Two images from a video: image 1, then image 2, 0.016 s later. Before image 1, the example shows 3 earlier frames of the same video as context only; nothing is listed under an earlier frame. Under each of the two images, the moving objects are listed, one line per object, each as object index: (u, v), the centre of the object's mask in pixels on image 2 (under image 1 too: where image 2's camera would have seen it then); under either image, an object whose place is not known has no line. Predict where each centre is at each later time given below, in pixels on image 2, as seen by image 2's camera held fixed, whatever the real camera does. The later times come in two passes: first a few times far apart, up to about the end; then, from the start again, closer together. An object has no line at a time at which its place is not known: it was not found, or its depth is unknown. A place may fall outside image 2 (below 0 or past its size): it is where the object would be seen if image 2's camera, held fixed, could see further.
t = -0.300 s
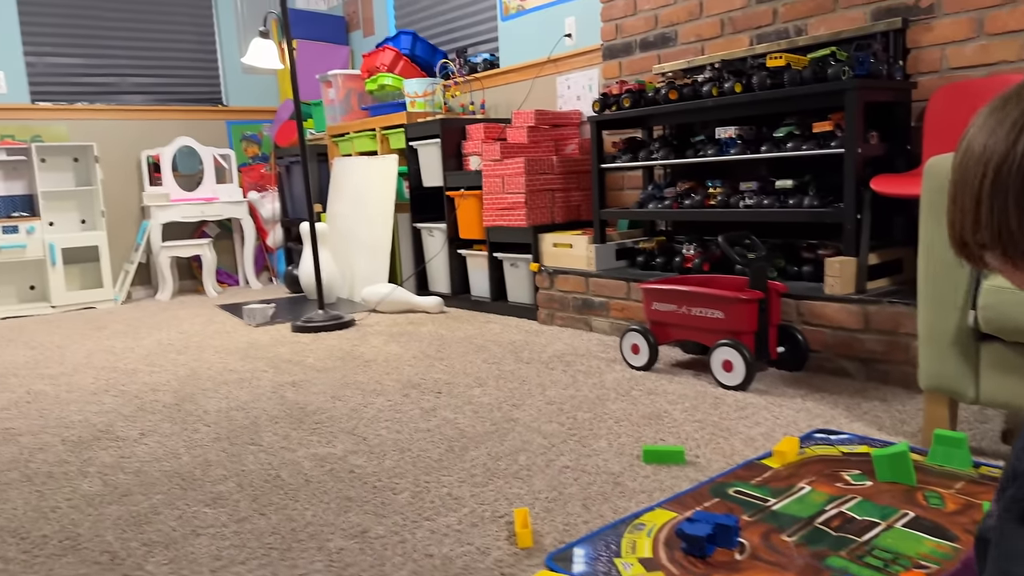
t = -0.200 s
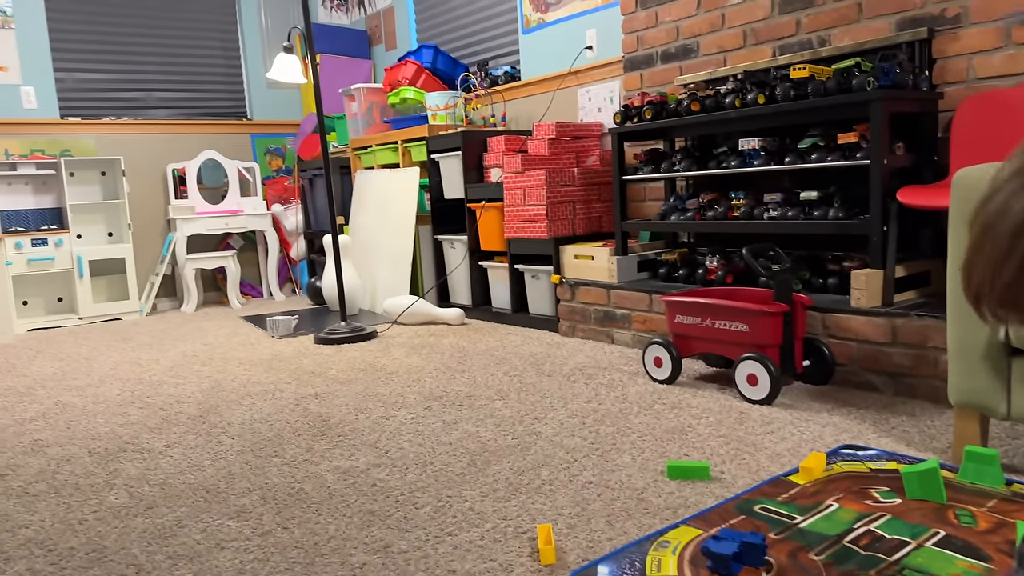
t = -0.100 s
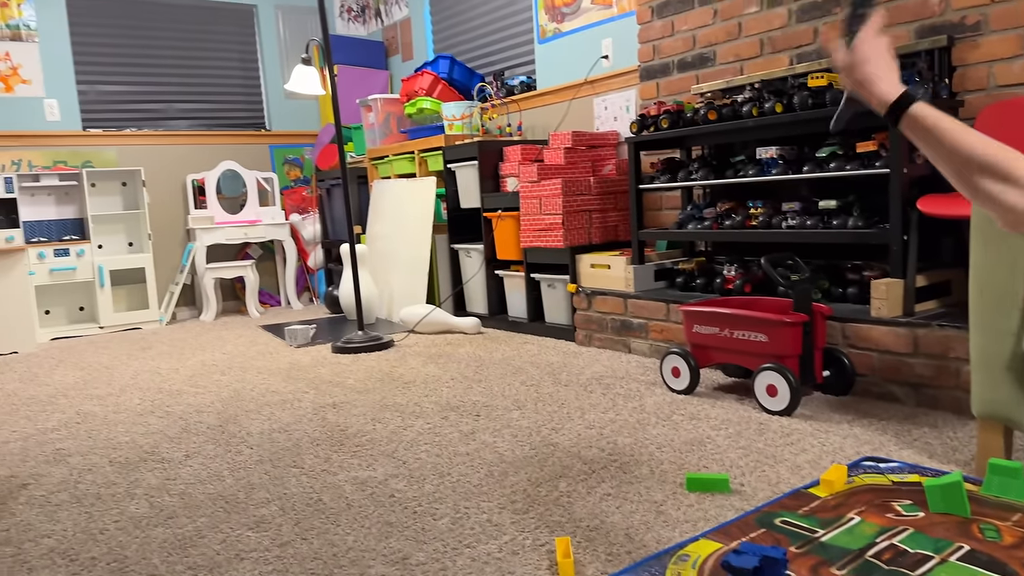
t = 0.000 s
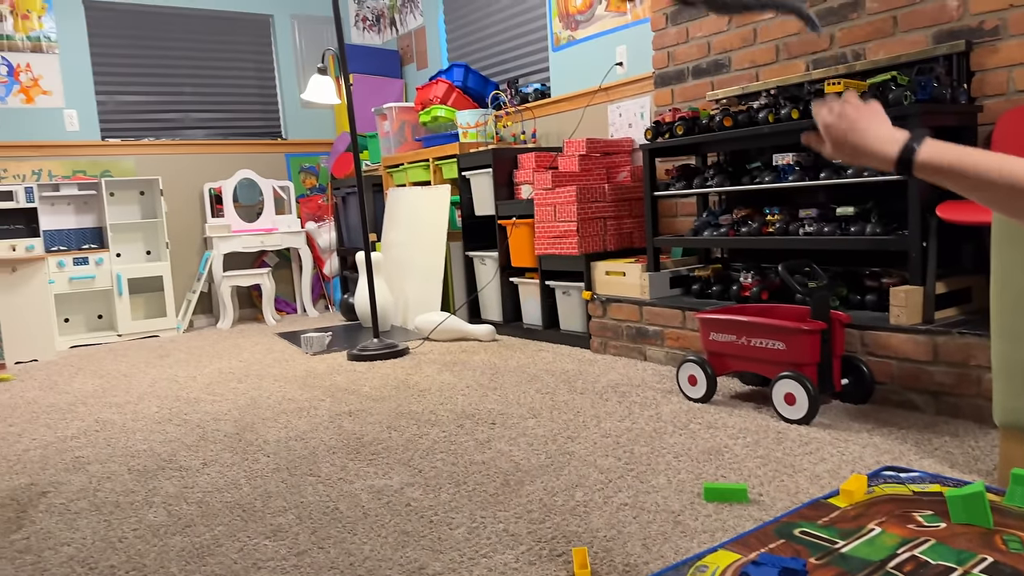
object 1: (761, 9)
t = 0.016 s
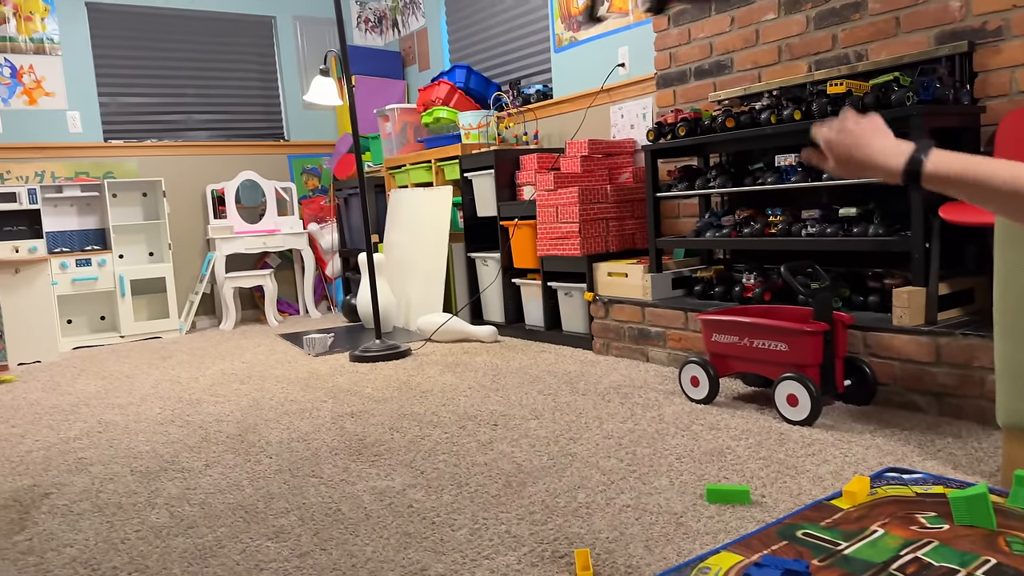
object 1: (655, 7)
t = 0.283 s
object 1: (280, 220)
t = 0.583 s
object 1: (138, 379)
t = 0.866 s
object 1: (100, 356)
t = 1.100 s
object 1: (115, 372)
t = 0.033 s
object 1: (621, 7)
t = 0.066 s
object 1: (529, 20)
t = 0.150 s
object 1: (407, 79)
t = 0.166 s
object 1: (387, 93)
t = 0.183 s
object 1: (369, 106)
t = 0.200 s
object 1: (348, 126)
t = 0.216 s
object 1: (331, 156)
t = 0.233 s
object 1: (317, 168)
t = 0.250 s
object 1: (303, 183)
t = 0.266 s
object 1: (290, 200)
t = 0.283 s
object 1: (280, 220)
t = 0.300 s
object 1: (270, 235)
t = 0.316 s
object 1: (257, 251)
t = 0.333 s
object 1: (246, 266)
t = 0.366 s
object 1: (221, 306)
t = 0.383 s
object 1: (214, 318)
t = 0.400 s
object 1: (205, 337)
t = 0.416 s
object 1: (193, 354)
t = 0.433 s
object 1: (186, 356)
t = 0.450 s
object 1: (176, 363)
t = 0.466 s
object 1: (166, 371)
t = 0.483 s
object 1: (159, 379)
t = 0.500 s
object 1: (158, 384)
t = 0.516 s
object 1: (151, 385)
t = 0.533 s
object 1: (148, 382)
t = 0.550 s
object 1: (144, 380)
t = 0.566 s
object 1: (140, 379)
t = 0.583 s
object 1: (138, 379)
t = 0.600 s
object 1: (135, 377)
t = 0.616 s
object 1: (132, 375)
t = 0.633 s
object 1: (129, 371)
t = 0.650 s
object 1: (126, 367)
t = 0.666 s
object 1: (123, 364)
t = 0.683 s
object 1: (120, 361)
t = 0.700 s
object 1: (118, 359)
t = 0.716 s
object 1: (114, 358)
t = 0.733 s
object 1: (111, 357)
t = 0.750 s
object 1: (108, 356)
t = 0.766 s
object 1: (106, 355)
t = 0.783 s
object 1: (104, 355)
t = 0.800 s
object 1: (103, 355)
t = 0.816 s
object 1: (102, 355)
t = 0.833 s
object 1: (101, 355)
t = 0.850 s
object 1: (100, 355)
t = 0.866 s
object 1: (100, 356)
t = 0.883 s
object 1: (100, 357)
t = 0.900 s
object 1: (101, 359)
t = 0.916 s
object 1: (103, 360)
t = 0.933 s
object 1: (104, 363)
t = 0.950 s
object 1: (106, 366)
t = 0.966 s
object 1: (108, 368)
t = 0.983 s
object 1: (108, 367)
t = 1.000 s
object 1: (109, 366)
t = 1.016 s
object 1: (109, 366)
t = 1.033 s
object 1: (110, 366)
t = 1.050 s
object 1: (111, 367)
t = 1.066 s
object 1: (112, 368)
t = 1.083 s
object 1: (113, 369)
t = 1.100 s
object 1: (115, 372)
